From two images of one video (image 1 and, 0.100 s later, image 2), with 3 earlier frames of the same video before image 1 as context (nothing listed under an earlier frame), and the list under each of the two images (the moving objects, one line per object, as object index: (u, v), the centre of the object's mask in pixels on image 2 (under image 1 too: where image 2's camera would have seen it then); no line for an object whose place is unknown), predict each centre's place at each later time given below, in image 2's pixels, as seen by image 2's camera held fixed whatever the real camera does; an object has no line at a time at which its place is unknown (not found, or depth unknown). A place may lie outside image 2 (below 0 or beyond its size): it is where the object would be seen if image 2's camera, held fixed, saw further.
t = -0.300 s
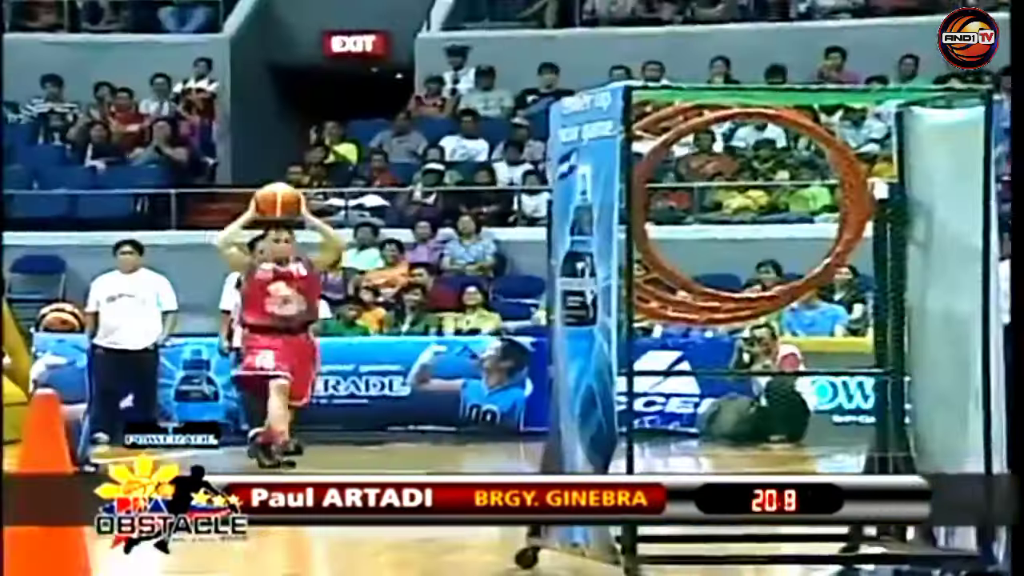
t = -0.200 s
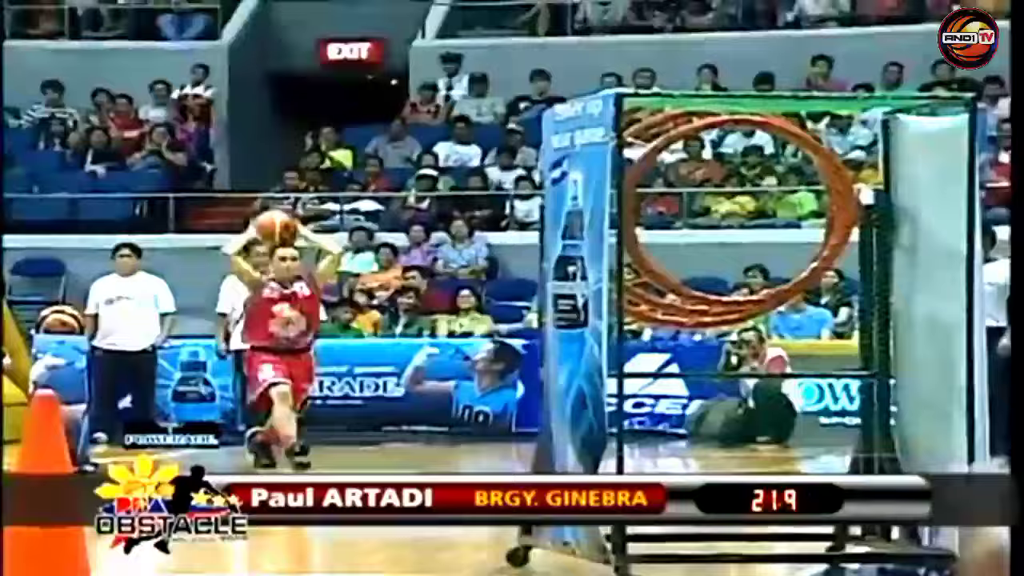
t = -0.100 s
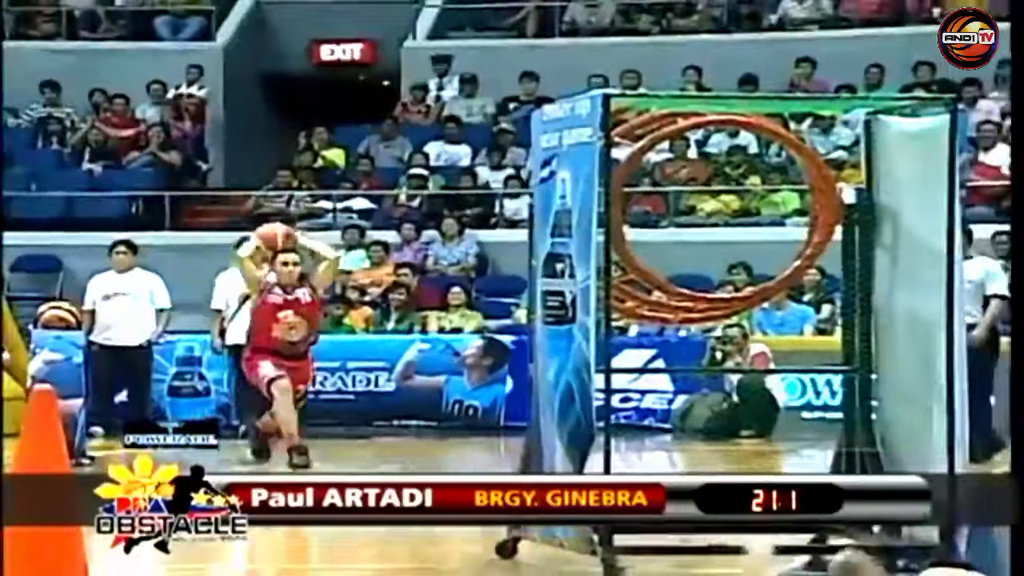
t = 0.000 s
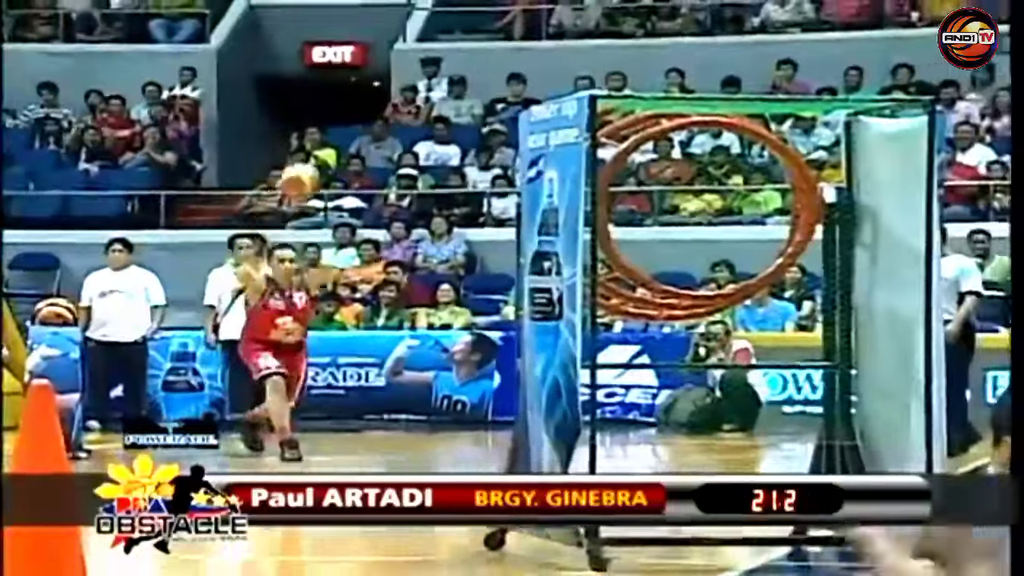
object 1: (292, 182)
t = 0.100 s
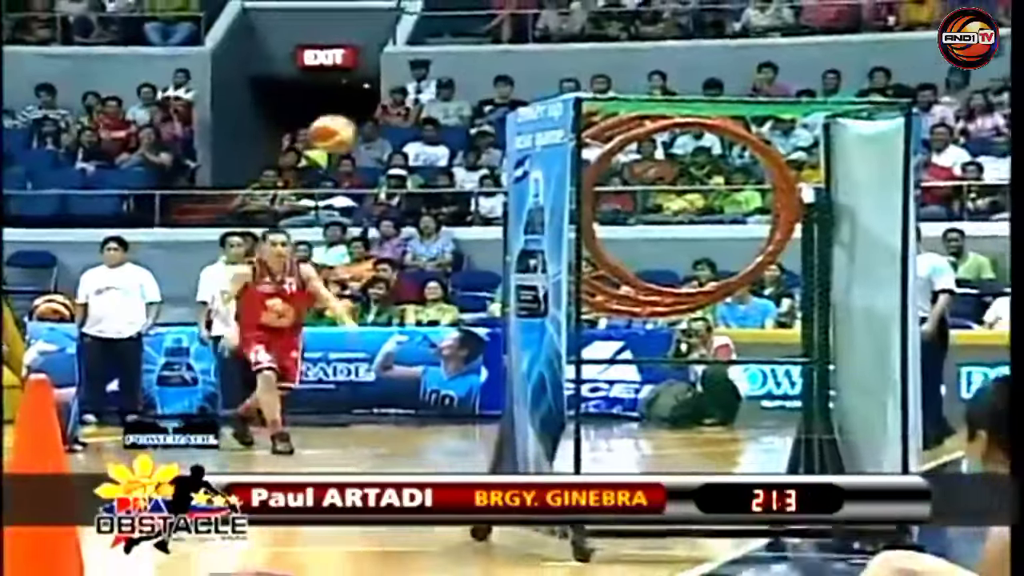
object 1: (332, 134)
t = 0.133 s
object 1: (345, 120)
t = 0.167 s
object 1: (361, 108)
